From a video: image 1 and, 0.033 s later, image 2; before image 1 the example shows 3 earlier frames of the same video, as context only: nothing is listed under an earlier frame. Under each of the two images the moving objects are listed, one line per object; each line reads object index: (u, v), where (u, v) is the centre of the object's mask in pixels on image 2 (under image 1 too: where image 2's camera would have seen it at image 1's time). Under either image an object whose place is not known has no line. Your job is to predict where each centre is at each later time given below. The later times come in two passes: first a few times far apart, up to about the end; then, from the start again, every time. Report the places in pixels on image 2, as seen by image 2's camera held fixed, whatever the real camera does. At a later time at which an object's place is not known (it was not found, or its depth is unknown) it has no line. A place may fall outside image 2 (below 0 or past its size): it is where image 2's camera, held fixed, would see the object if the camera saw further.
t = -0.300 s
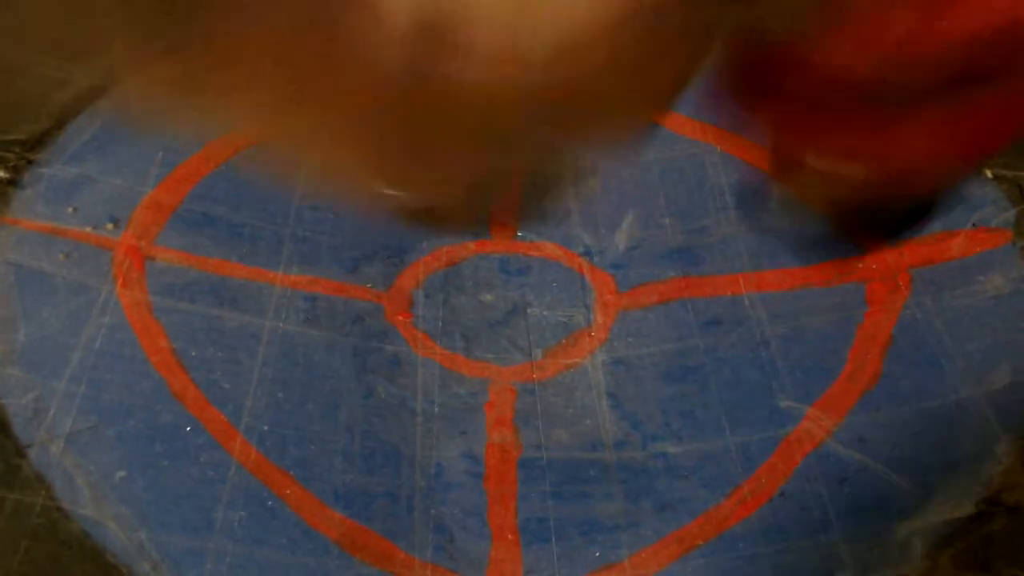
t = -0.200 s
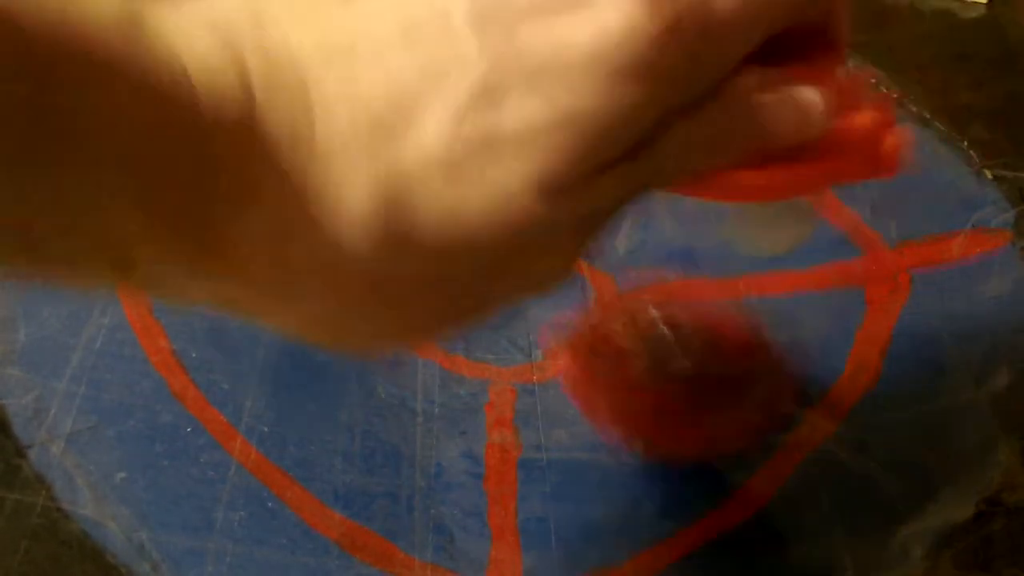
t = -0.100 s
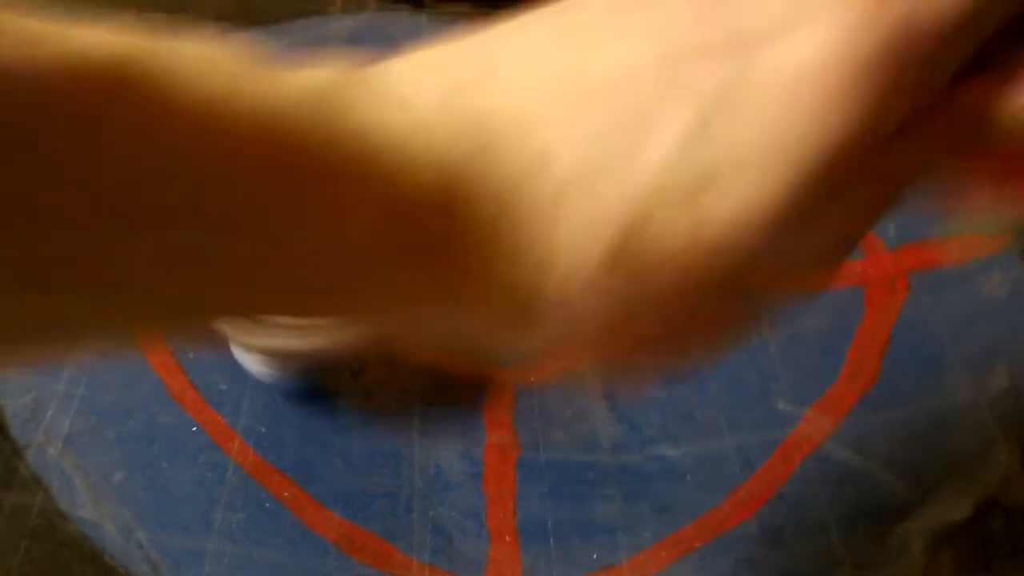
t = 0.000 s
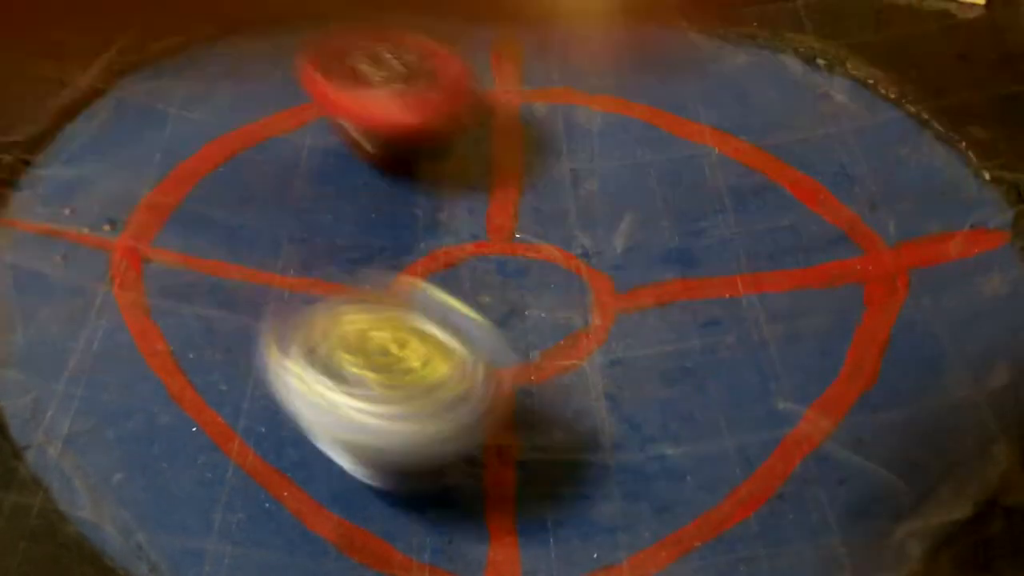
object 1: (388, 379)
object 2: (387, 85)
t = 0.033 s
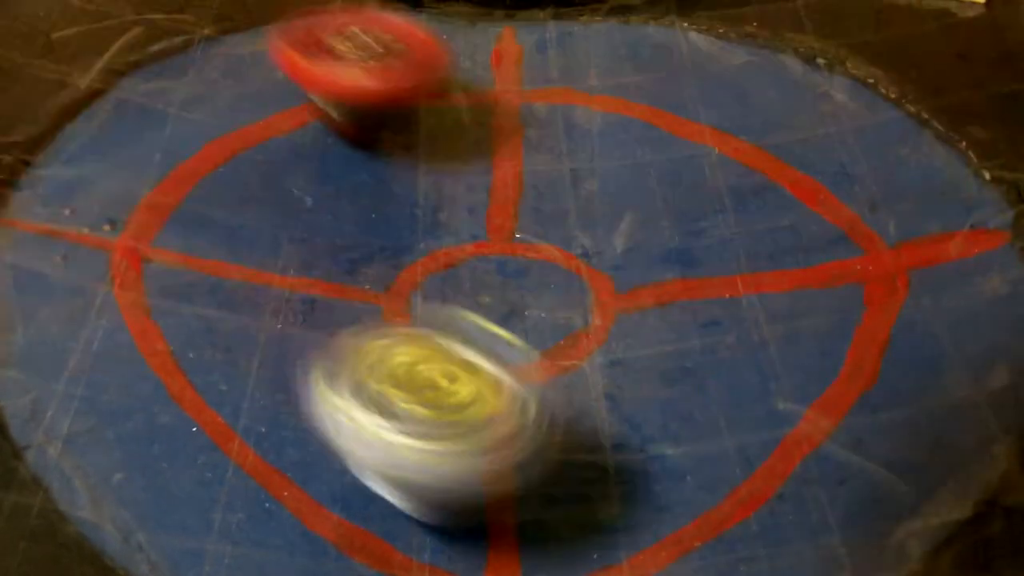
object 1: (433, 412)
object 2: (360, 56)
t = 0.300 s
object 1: (613, 411)
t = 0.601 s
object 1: (596, 210)
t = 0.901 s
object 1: (358, 227)
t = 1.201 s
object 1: (617, 273)
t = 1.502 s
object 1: (416, 167)
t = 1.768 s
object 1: (460, 257)
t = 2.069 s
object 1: (599, 224)
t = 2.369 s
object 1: (481, 236)
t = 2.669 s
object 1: (591, 251)
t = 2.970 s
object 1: (478, 242)
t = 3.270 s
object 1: (509, 273)
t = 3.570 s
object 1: (514, 273)
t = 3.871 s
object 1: (517, 275)
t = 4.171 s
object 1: (506, 268)
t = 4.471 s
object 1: (504, 205)
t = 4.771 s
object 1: (634, 361)
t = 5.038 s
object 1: (496, 479)
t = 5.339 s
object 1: (539, 509)
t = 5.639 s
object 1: (482, 354)
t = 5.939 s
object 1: (525, 172)
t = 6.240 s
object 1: (403, 189)
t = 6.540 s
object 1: (490, 352)
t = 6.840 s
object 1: (511, 497)
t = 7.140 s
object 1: (541, 502)
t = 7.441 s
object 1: (535, 393)
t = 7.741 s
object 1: (566, 532)
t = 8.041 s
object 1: (474, 475)
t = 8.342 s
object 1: (603, 298)
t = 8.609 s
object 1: (680, 180)
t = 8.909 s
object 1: (504, 184)
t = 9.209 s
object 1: (392, 146)
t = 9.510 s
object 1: (464, 259)
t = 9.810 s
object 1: (462, 327)
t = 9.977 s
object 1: (488, 288)
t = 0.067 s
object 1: (479, 432)
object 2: (329, 38)
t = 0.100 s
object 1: (516, 445)
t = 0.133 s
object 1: (548, 448)
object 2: (273, 26)
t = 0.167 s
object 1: (568, 444)
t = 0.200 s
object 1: (583, 437)
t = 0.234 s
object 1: (596, 428)
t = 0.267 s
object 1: (605, 419)
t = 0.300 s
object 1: (613, 411)
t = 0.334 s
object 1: (615, 397)
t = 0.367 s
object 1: (628, 389)
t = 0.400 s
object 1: (641, 379)
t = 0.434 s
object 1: (650, 356)
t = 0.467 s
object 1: (650, 330)
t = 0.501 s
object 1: (647, 299)
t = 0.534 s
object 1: (639, 270)
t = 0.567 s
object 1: (622, 236)
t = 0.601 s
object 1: (596, 210)
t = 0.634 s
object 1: (564, 192)
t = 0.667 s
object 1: (524, 178)
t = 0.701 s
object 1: (479, 164)
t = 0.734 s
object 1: (442, 159)
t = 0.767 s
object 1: (402, 160)
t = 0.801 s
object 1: (379, 170)
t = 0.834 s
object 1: (363, 184)
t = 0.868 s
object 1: (356, 202)
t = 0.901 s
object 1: (358, 227)
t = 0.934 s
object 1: (367, 248)
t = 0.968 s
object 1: (391, 271)
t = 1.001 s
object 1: (424, 294)
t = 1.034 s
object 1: (466, 309)
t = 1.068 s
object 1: (498, 314)
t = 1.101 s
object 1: (535, 316)
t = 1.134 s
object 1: (570, 309)
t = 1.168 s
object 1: (601, 296)
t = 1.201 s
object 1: (617, 273)
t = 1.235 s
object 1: (616, 248)
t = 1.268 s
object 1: (606, 224)
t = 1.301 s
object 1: (588, 204)
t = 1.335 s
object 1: (562, 190)
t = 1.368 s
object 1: (532, 179)
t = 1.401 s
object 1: (492, 166)
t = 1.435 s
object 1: (464, 160)
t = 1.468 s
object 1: (438, 158)
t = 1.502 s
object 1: (416, 167)
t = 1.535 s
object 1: (401, 178)
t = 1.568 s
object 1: (392, 194)
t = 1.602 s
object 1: (393, 211)
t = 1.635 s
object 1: (401, 226)
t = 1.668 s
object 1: (414, 235)
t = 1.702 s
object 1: (430, 243)
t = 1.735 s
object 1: (443, 249)
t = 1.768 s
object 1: (460, 257)
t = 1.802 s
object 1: (484, 271)
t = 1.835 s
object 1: (505, 280)
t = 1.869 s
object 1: (530, 287)
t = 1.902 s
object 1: (557, 292)
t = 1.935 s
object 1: (582, 284)
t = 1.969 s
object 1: (603, 271)
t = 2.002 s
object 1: (612, 254)
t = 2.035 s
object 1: (608, 238)
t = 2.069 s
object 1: (599, 224)
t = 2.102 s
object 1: (584, 216)
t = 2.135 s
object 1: (560, 209)
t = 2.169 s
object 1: (527, 202)
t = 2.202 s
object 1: (502, 195)
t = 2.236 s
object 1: (483, 195)
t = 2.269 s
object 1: (473, 201)
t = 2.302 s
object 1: (470, 211)
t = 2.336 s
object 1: (473, 223)
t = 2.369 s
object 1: (481, 236)
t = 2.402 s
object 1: (493, 251)
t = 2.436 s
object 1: (510, 263)
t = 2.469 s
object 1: (527, 272)
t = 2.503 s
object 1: (552, 284)
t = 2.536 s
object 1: (572, 287)
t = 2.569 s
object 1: (590, 283)
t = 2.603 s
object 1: (599, 274)
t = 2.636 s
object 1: (602, 263)
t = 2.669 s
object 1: (591, 251)
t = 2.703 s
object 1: (576, 239)
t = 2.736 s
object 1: (564, 232)
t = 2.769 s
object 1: (548, 225)
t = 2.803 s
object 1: (523, 220)
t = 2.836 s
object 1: (498, 214)
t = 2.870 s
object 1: (483, 215)
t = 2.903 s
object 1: (476, 220)
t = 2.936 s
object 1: (474, 230)
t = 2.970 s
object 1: (478, 242)
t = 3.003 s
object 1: (486, 255)
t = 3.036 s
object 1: (493, 265)
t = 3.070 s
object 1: (499, 269)
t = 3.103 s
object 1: (502, 271)
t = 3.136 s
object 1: (503, 271)
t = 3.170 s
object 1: (505, 272)
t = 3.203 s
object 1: (507, 272)
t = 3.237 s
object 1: (508, 273)
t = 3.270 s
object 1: (509, 273)
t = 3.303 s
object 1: (510, 273)
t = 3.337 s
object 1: (512, 273)
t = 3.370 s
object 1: (512, 273)
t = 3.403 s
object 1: (513, 273)
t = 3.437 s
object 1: (513, 273)
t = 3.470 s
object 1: (514, 273)
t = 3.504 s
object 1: (514, 273)
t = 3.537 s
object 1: (514, 273)
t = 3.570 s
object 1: (514, 273)
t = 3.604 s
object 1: (514, 273)
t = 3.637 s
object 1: (515, 274)
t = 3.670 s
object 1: (516, 274)
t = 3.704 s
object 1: (516, 274)
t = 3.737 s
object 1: (516, 274)
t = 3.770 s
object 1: (516, 274)
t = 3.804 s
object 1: (516, 274)
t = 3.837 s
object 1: (517, 275)
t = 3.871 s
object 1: (517, 275)
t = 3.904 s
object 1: (518, 275)
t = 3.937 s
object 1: (518, 276)
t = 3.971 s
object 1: (510, 275)
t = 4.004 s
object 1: (503, 274)
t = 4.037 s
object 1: (503, 274)
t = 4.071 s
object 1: (503, 274)
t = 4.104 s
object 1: (505, 273)
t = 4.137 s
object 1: (506, 272)
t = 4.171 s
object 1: (506, 268)
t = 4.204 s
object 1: (504, 263)
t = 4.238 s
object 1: (505, 258)
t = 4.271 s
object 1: (516, 254)
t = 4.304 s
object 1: (529, 252)
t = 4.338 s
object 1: (535, 246)
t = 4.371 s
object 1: (533, 237)
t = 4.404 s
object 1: (529, 227)
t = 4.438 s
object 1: (520, 214)
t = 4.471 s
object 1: (504, 205)
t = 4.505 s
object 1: (516, 231)
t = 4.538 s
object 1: (535, 260)
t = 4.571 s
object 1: (559, 288)
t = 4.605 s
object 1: (576, 305)
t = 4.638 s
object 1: (599, 319)
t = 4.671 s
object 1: (618, 331)
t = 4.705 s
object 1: (628, 340)
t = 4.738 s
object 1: (633, 351)
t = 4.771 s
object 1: (634, 361)
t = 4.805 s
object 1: (629, 369)
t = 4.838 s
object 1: (621, 381)
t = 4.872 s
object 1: (611, 396)
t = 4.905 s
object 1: (599, 414)
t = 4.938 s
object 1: (580, 436)
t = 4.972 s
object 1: (552, 456)
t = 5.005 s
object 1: (523, 468)
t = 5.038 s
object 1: (496, 479)
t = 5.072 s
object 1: (470, 493)
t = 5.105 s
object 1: (451, 503)
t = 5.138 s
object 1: (438, 513)
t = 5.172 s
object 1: (434, 520)
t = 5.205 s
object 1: (450, 527)
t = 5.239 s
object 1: (475, 528)
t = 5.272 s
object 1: (503, 527)
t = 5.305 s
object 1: (530, 522)
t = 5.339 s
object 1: (539, 509)
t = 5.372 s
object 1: (539, 503)
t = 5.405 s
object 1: (533, 492)
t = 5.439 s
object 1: (522, 481)
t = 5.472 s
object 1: (509, 465)
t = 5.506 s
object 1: (505, 444)
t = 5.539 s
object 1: (495, 422)
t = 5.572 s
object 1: (486, 400)
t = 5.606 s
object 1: (483, 377)
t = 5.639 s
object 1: (482, 354)
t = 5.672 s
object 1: (494, 336)
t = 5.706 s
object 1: (498, 316)
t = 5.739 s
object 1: (509, 300)
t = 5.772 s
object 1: (518, 278)
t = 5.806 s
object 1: (524, 262)
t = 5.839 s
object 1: (537, 243)
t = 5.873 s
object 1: (541, 223)
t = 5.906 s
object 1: (539, 196)
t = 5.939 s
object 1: (525, 172)
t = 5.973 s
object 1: (517, 152)
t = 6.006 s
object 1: (499, 141)
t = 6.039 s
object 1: (478, 141)
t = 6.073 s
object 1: (454, 145)
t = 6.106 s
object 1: (441, 148)
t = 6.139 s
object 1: (427, 155)
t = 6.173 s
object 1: (416, 163)
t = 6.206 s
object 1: (407, 177)
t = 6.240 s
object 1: (403, 189)
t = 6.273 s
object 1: (403, 199)
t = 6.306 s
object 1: (408, 209)
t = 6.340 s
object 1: (419, 214)
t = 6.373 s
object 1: (428, 219)
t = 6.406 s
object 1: (434, 232)
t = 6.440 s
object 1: (446, 269)
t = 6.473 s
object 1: (453, 306)
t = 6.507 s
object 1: (472, 332)
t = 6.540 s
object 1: (490, 352)
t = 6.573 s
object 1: (501, 372)
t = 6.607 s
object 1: (517, 388)
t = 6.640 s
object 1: (528, 403)
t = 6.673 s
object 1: (528, 425)
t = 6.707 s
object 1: (529, 441)
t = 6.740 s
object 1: (522, 459)
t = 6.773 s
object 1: (518, 478)
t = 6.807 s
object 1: (514, 485)
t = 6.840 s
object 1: (511, 497)
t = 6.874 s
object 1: (511, 503)
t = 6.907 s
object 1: (507, 511)
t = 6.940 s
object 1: (513, 517)
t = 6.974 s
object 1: (518, 517)
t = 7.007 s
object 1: (524, 519)
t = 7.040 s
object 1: (536, 518)
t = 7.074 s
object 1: (540, 518)
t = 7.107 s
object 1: (544, 511)
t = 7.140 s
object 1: (541, 502)
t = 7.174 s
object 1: (543, 497)
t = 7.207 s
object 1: (537, 488)
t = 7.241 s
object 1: (536, 483)
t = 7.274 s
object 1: (533, 473)
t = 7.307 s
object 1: (534, 463)
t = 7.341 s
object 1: (532, 443)
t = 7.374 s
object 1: (534, 428)
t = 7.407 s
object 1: (533, 408)
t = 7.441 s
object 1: (535, 393)
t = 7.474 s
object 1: (545, 382)
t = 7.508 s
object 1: (545, 422)
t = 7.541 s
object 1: (569, 474)
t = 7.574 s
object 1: (590, 506)
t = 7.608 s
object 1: (616, 523)
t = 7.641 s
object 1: (610, 523)
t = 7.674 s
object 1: (602, 525)
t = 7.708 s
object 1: (598, 537)
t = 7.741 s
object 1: (566, 532)
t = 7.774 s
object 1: (551, 528)
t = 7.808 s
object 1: (526, 524)
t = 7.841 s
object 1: (517, 521)
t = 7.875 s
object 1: (501, 514)
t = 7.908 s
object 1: (487, 509)
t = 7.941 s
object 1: (480, 499)
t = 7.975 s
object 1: (475, 496)
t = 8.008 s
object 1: (475, 481)
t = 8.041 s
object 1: (474, 475)
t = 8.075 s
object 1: (490, 451)
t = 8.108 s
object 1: (490, 431)
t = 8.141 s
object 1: (507, 409)
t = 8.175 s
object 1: (514, 390)
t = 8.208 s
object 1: (528, 362)
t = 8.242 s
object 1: (538, 347)
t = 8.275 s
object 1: (558, 335)
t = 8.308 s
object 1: (582, 326)
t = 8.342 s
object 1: (603, 298)
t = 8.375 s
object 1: (614, 285)
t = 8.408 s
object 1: (628, 260)
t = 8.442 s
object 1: (640, 244)
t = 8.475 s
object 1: (645, 221)
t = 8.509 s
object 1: (658, 200)
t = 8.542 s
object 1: (663, 193)
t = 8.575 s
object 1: (680, 184)
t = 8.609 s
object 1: (680, 180)
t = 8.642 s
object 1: (668, 170)
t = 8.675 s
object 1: (658, 170)
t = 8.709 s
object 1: (641, 177)
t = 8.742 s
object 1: (629, 179)
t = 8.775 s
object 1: (608, 185)
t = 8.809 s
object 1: (589, 182)
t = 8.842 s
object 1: (570, 183)
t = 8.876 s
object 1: (534, 191)
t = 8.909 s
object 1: (504, 184)
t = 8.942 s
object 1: (480, 179)
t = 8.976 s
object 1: (454, 179)
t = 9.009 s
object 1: (437, 176)
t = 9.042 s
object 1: (421, 168)
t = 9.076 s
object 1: (413, 159)
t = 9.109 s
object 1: (399, 149)
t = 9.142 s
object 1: (393, 140)
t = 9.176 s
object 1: (393, 144)
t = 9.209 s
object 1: (392, 146)
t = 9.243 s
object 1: (405, 154)
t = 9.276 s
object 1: (412, 171)
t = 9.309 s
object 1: (417, 183)
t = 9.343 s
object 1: (430, 196)
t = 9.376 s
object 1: (433, 210)
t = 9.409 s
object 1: (446, 217)
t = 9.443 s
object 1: (453, 233)
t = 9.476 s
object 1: (457, 251)
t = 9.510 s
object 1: (464, 259)
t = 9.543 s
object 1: (463, 272)
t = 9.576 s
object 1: (464, 276)
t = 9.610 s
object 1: (478, 290)
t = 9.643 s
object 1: (470, 305)
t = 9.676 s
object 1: (461, 309)
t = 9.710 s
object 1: (457, 320)
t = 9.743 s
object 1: (462, 330)
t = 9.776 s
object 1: (465, 330)
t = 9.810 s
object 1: (462, 327)
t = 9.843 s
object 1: (474, 326)
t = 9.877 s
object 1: (479, 323)
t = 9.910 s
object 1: (482, 312)
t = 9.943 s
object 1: (496, 297)
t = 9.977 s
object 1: (488, 288)
